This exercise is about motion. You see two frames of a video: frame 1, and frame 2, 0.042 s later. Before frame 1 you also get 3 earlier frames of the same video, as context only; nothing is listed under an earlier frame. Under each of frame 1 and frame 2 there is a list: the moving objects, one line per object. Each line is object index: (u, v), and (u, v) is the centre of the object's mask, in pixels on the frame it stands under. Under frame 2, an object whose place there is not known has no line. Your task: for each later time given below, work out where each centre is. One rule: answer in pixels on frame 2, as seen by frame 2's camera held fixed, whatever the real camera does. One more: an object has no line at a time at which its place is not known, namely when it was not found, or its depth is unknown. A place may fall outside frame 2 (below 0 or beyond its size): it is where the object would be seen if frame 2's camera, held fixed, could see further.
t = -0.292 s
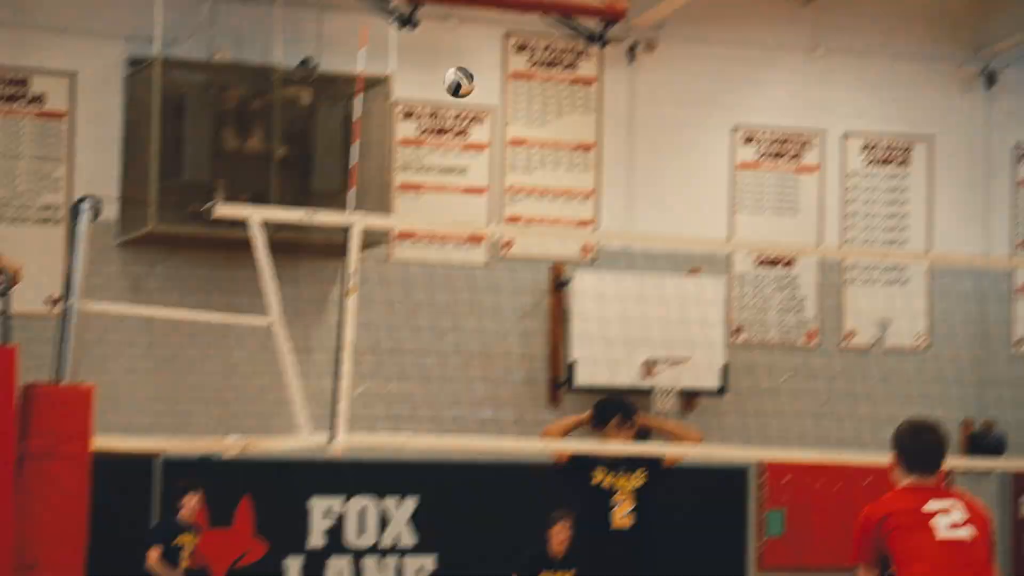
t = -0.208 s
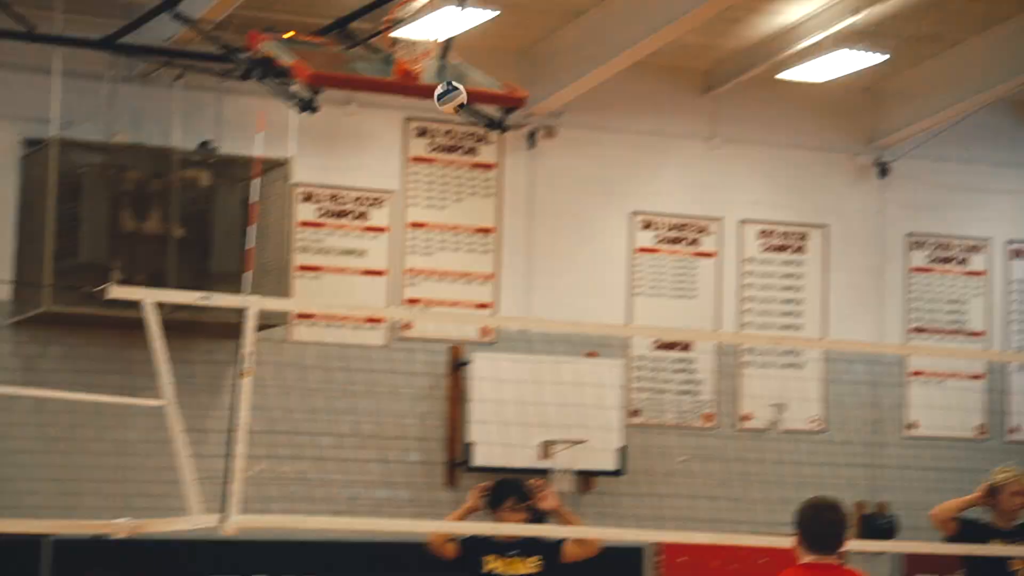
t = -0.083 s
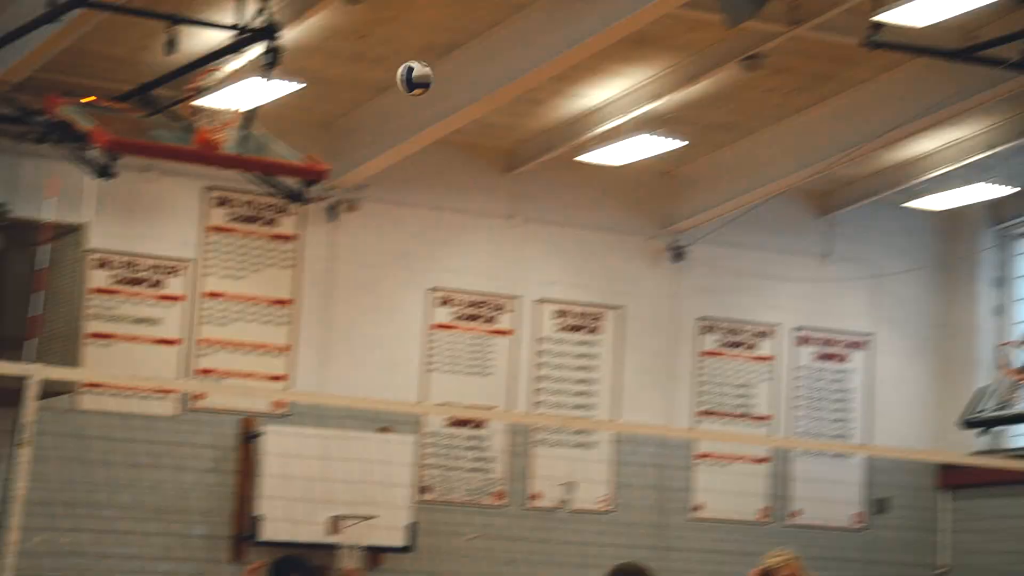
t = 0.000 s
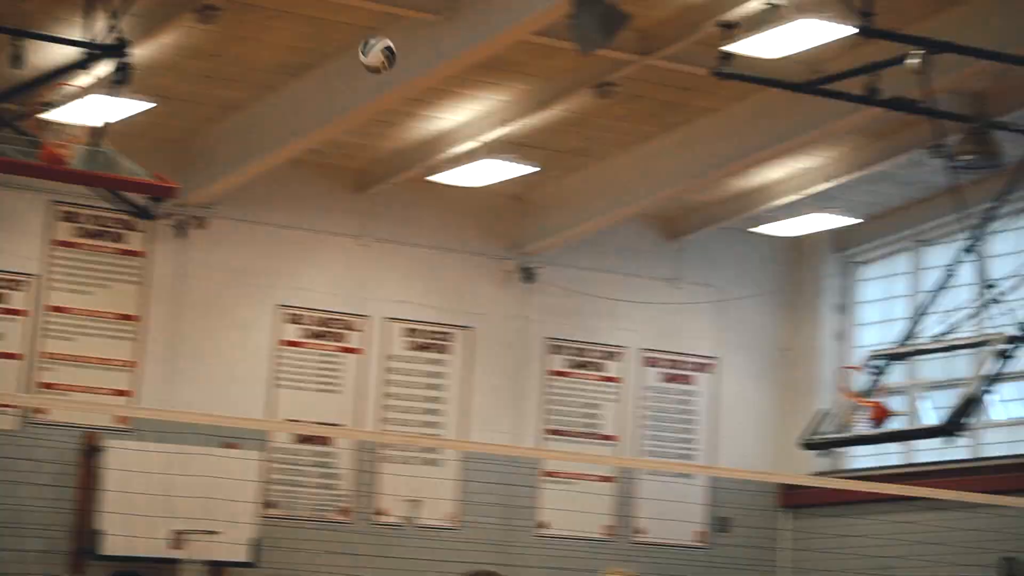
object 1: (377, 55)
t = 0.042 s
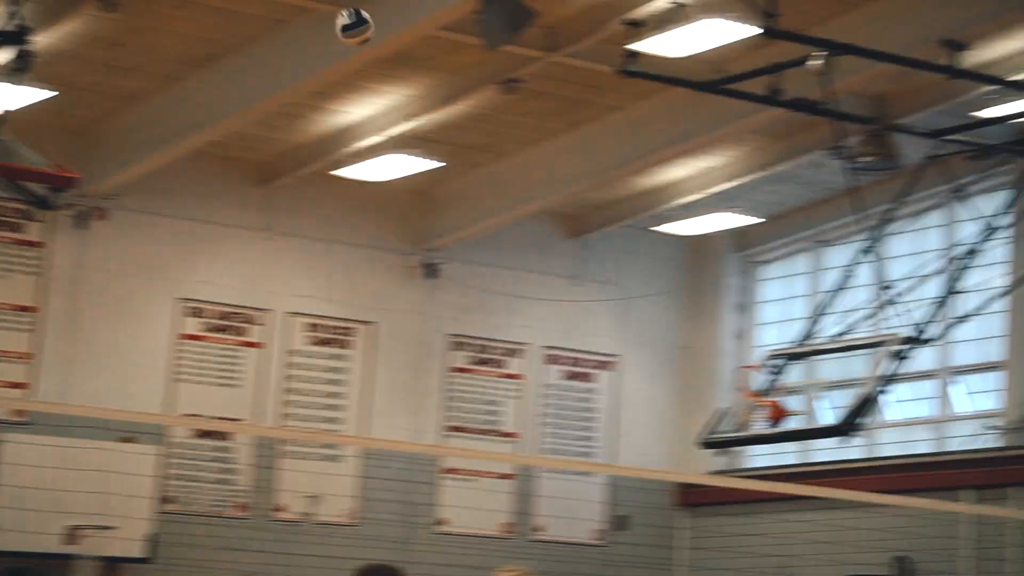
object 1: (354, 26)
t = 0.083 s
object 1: (401, 17)
